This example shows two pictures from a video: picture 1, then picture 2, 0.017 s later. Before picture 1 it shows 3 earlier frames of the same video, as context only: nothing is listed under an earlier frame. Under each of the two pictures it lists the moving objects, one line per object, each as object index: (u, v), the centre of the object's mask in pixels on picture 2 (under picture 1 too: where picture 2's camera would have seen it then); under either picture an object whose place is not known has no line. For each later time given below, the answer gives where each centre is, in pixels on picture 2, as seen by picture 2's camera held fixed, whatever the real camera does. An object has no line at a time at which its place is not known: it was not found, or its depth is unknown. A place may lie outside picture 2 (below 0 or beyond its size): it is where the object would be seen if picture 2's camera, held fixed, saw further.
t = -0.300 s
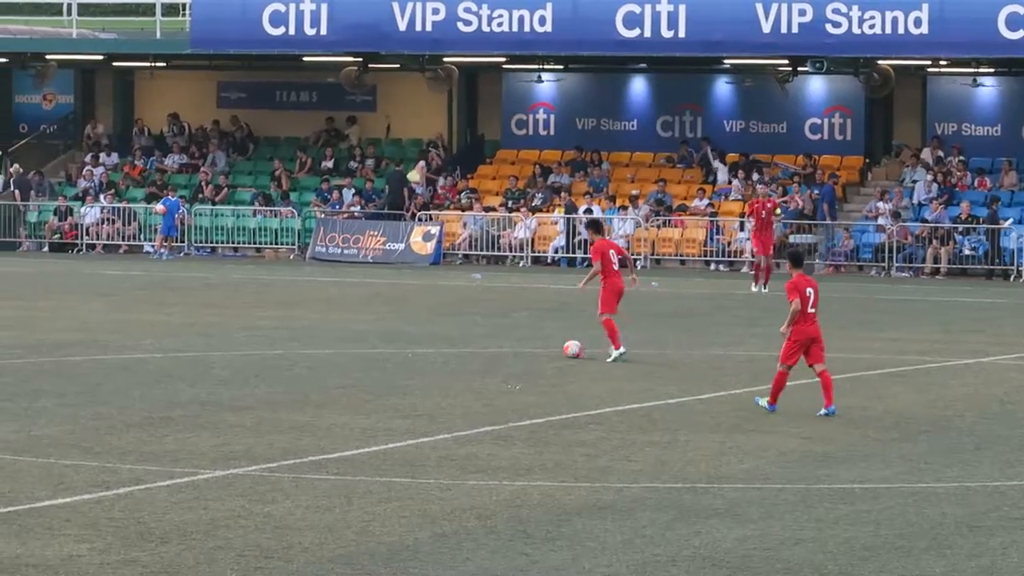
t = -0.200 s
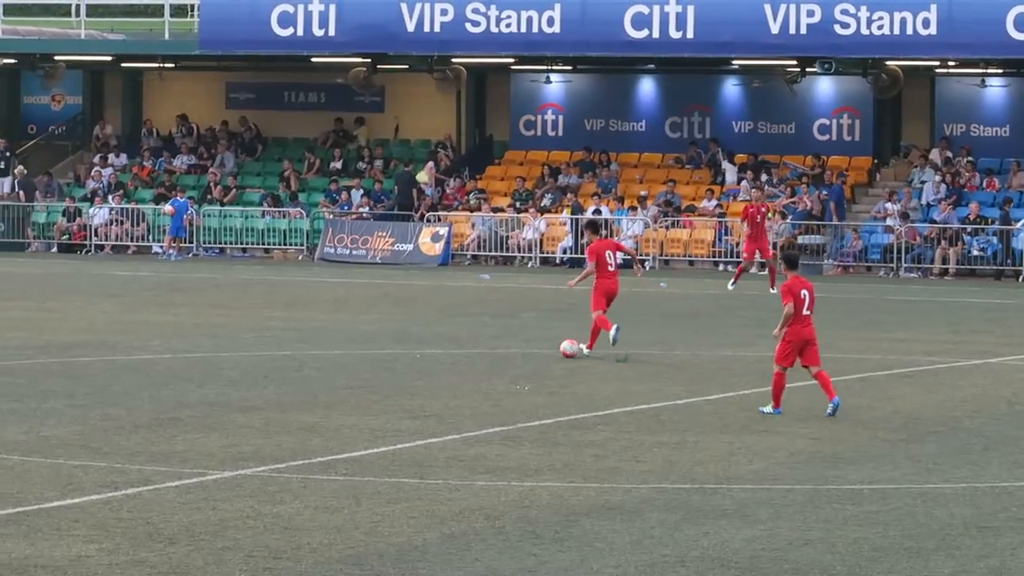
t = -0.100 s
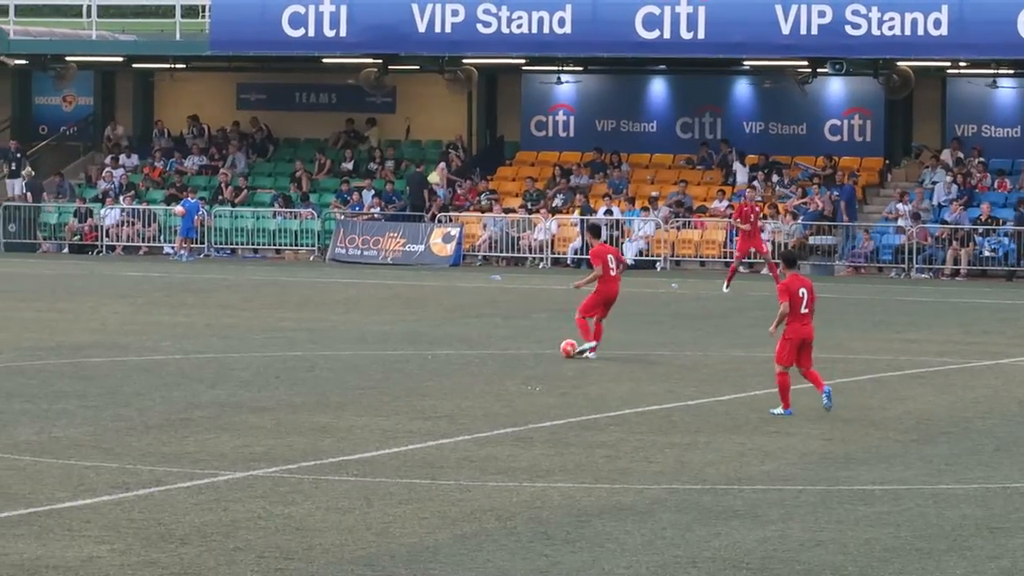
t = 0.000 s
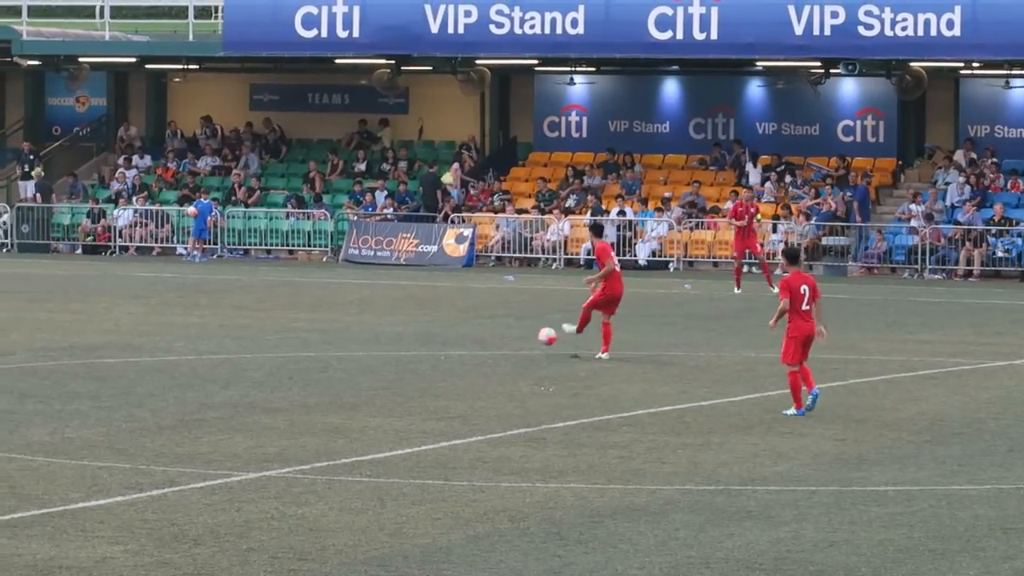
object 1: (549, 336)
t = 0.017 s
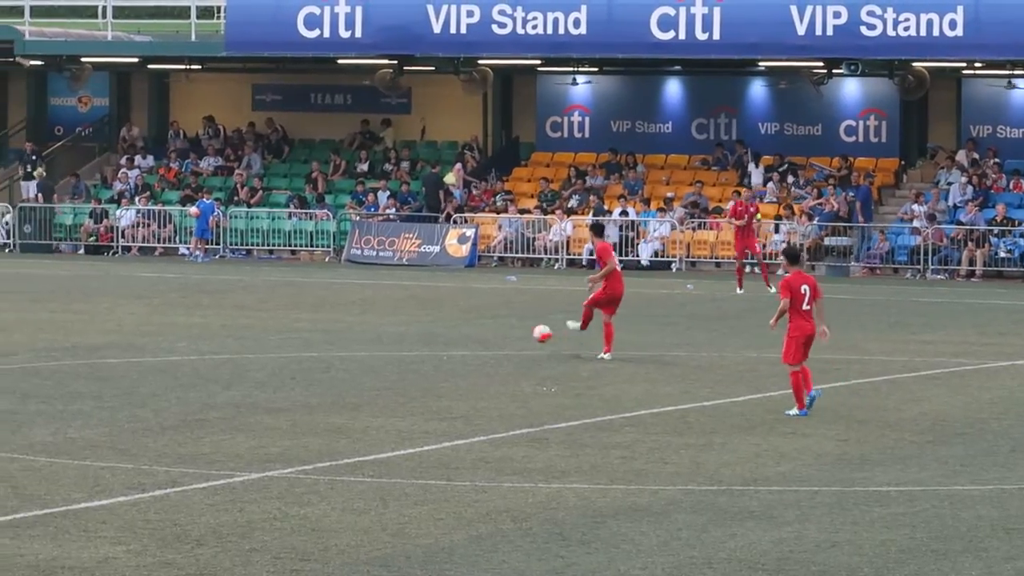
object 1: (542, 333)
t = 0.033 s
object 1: (535, 331)
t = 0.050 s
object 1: (528, 329)
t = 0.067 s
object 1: (521, 327)
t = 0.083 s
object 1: (515, 325)
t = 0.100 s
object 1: (509, 324)
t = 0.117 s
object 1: (503, 323)
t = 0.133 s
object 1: (496, 322)
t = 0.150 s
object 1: (491, 322)
